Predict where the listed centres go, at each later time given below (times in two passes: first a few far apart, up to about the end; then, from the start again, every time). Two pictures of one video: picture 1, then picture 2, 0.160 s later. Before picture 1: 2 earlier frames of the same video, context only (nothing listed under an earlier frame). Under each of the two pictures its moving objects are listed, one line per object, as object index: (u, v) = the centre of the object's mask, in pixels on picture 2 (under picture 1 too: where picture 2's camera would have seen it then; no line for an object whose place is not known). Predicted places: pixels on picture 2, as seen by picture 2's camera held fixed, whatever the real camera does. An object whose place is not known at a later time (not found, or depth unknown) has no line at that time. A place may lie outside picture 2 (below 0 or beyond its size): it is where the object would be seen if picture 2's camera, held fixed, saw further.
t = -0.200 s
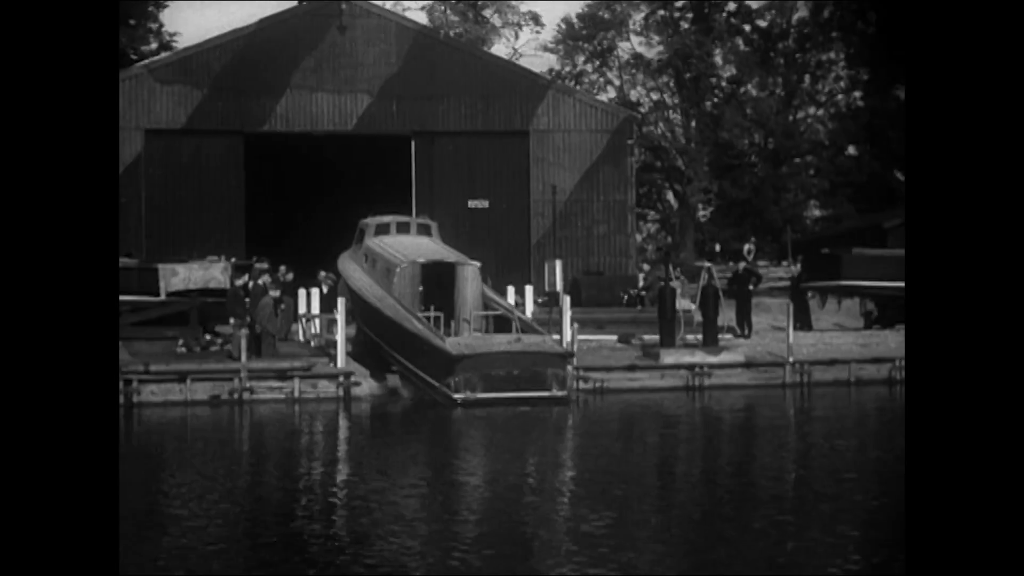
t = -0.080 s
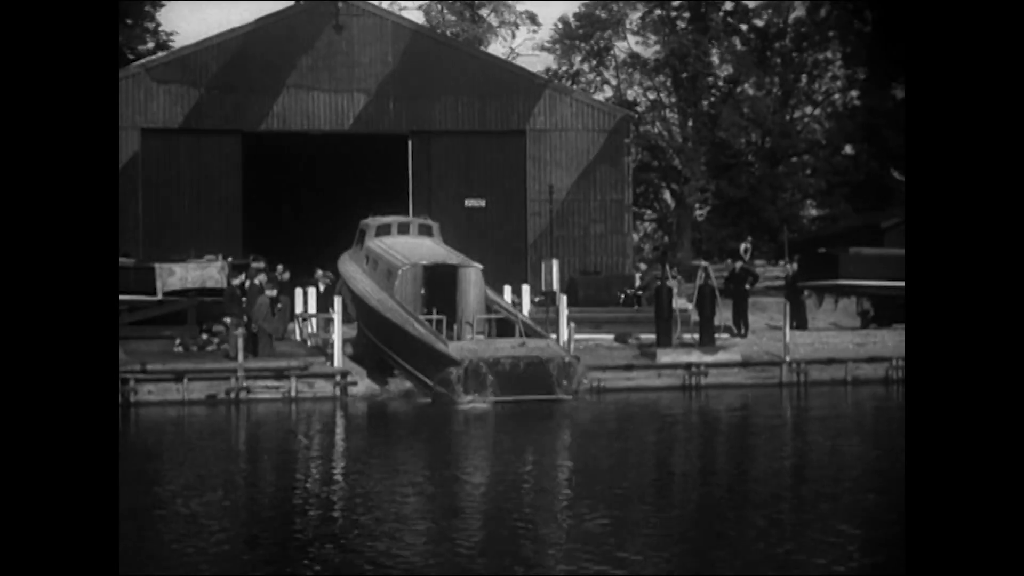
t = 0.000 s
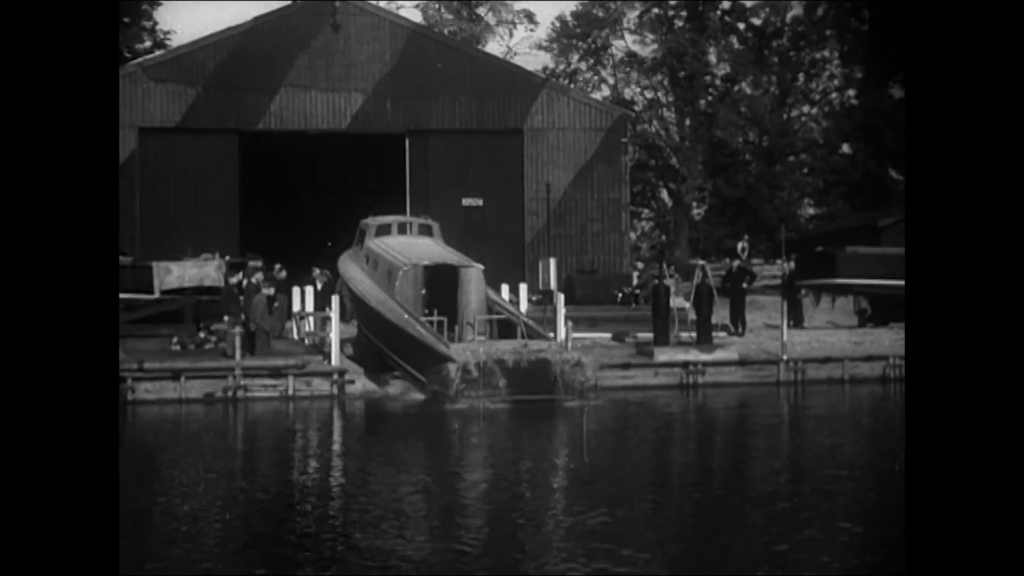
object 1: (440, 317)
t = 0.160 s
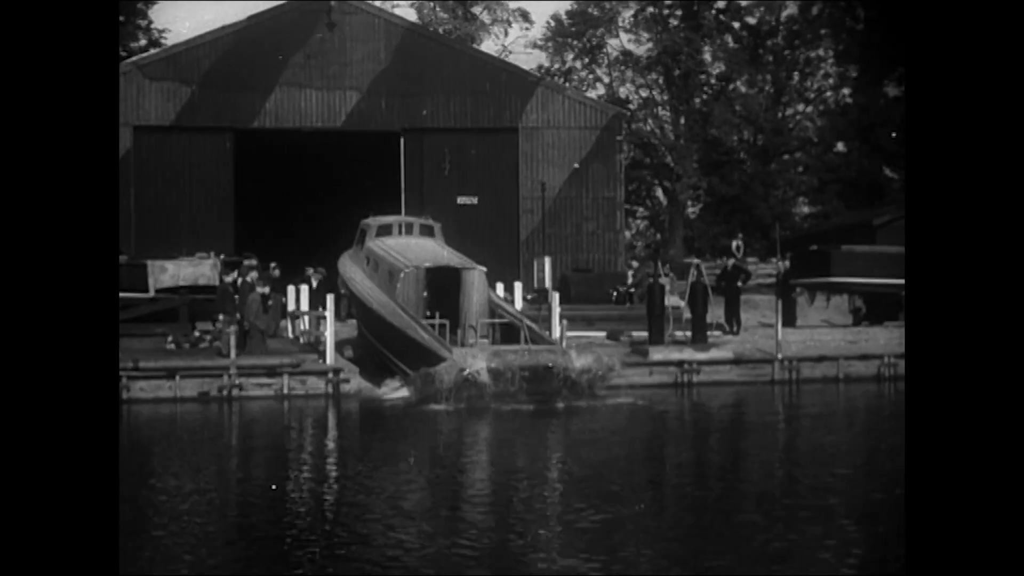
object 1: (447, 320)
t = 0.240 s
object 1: (450, 321)
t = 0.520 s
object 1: (456, 320)
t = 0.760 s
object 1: (453, 315)
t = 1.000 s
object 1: (462, 317)
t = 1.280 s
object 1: (473, 319)
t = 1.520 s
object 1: (492, 331)
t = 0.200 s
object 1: (450, 321)
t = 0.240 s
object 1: (450, 321)
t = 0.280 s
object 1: (436, 305)
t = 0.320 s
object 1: (439, 307)
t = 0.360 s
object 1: (439, 307)
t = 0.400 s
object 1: (443, 310)
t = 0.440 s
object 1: (451, 316)
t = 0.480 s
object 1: (453, 318)
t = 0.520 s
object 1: (456, 320)
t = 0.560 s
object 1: (455, 318)
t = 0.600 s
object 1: (453, 317)
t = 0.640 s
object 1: (453, 316)
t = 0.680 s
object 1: (453, 316)
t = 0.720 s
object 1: (454, 317)
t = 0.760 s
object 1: (453, 315)
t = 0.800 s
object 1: (454, 316)
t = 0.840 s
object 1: (456, 317)
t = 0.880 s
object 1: (458, 318)
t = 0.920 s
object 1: (461, 319)
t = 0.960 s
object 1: (462, 318)
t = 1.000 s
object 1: (462, 317)
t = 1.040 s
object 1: (462, 316)
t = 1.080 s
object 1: (464, 316)
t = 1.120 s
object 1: (464, 316)
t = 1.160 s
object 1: (466, 317)
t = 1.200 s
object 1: (467, 316)
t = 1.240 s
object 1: (471, 317)
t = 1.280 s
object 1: (473, 319)
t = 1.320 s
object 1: (481, 326)
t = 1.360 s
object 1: (491, 332)
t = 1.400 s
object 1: (491, 332)
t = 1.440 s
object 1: (490, 330)
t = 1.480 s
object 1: (491, 330)
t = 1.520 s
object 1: (492, 331)
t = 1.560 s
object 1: (494, 332)
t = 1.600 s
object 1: (495, 332)
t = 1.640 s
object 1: (498, 333)
